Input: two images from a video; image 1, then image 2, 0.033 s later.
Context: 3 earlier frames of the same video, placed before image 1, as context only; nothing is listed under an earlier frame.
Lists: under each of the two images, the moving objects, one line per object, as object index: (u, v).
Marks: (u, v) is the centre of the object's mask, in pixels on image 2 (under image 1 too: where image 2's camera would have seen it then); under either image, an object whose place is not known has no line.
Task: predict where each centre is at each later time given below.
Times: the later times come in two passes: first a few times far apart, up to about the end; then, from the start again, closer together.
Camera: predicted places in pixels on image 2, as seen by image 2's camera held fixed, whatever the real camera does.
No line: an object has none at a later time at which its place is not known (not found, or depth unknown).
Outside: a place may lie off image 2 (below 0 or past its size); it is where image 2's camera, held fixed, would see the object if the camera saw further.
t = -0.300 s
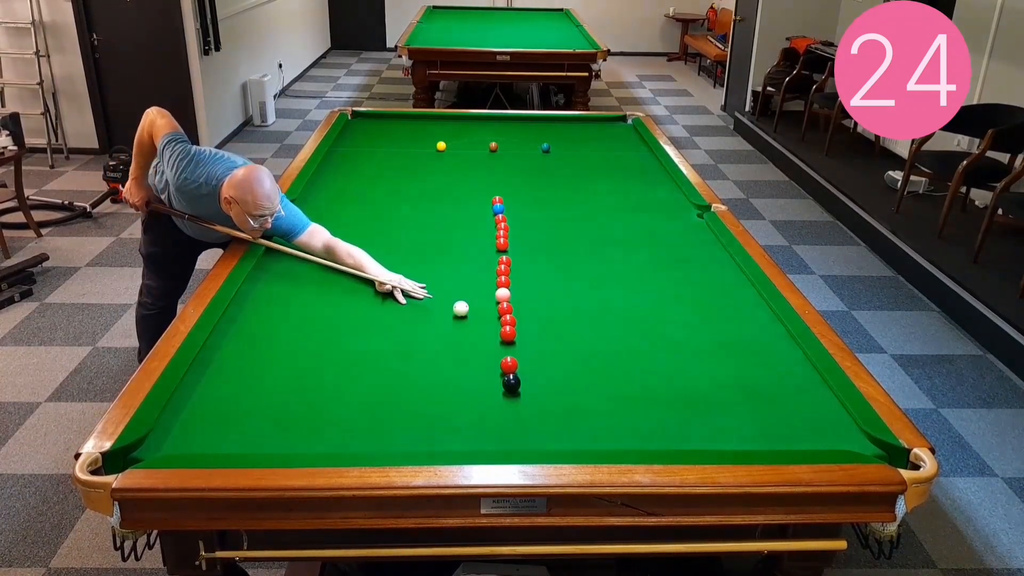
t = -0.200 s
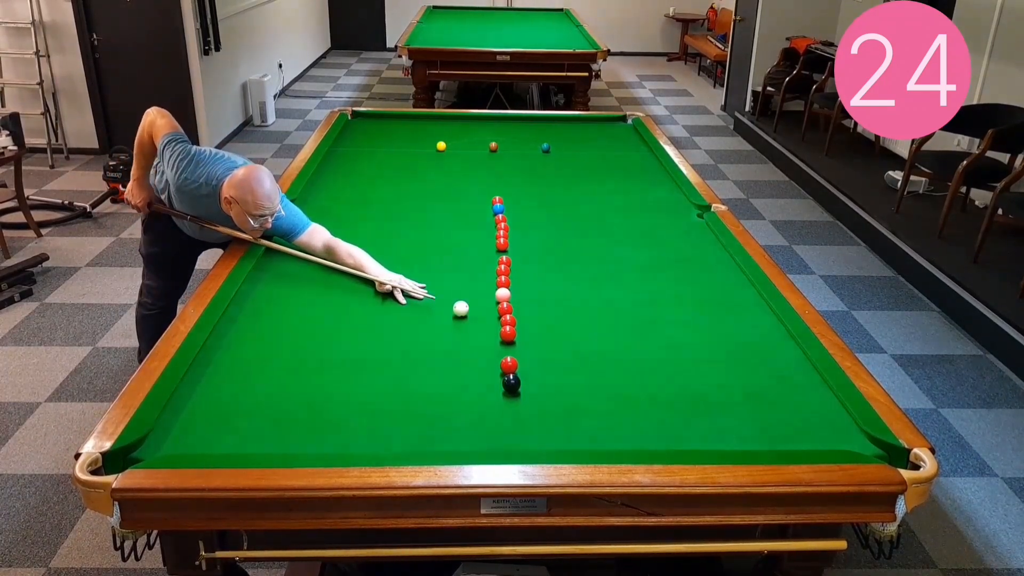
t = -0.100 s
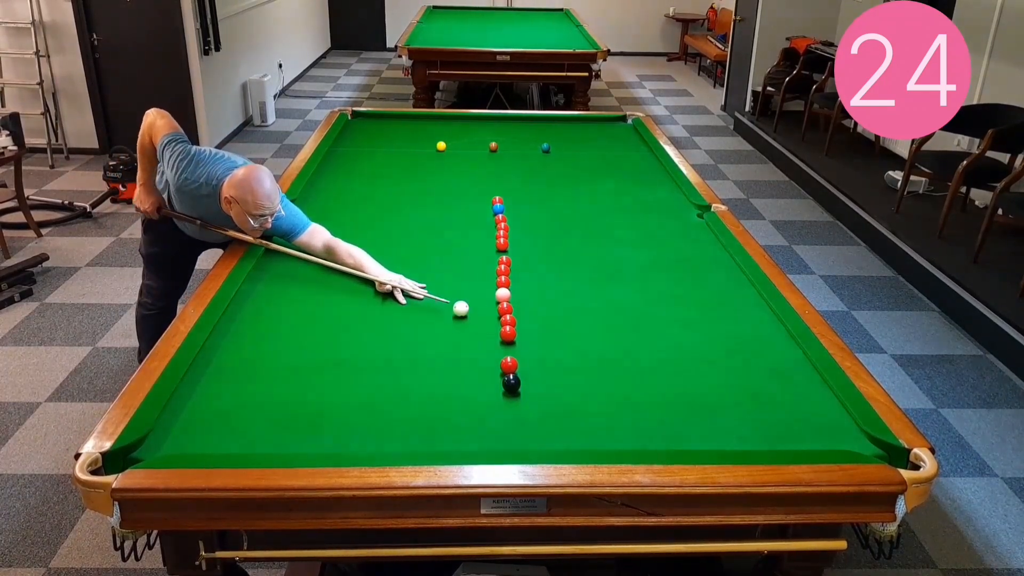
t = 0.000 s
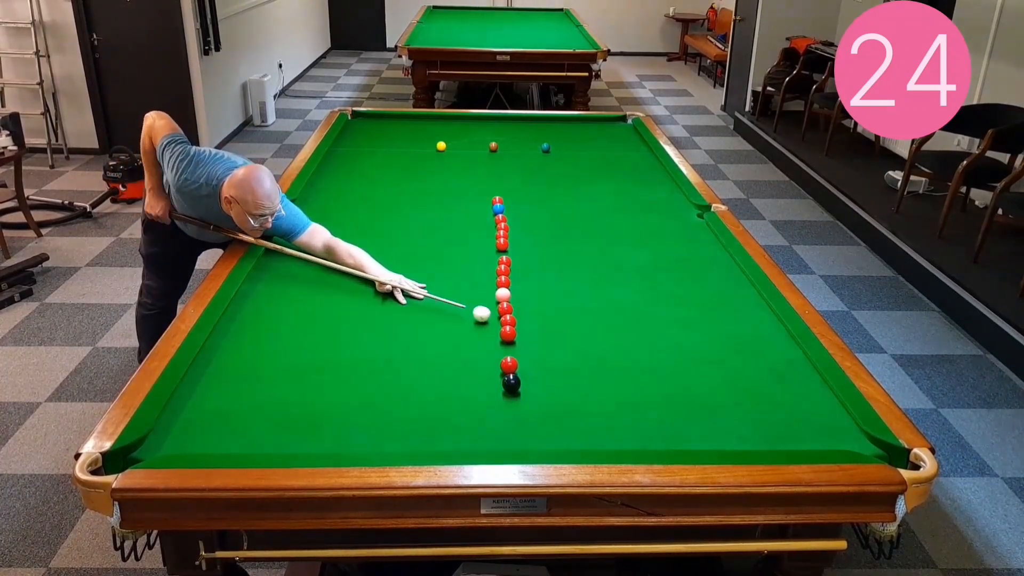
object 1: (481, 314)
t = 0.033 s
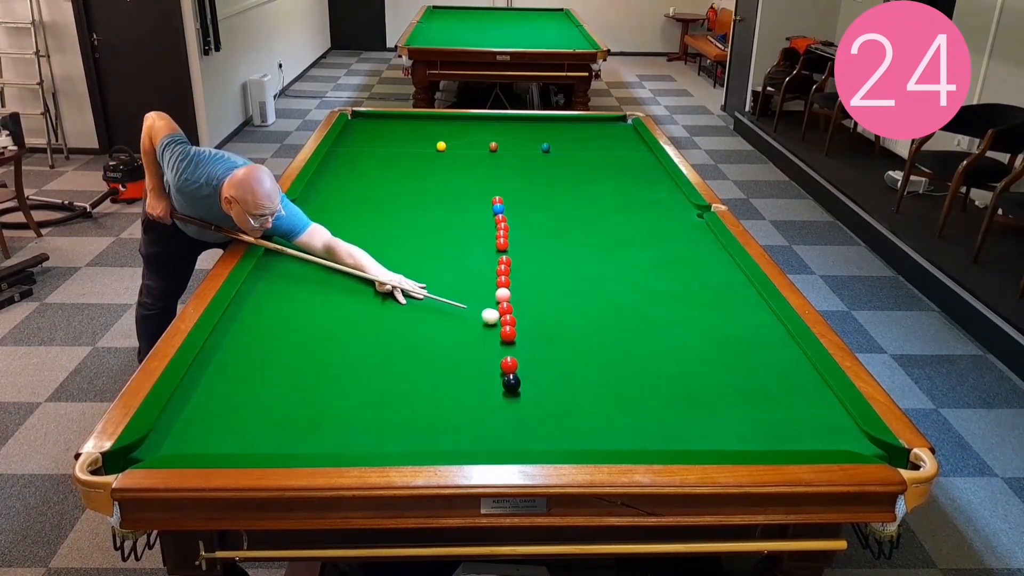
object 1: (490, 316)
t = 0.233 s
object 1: (506, 316)
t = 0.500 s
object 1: (526, 318)
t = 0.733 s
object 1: (541, 320)
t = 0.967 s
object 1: (555, 321)
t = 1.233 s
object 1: (569, 322)
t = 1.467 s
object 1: (580, 323)
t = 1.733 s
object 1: (591, 324)
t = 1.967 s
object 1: (599, 325)
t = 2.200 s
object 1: (605, 325)
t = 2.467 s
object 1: (610, 325)
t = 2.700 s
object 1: (614, 325)
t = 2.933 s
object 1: (615, 325)
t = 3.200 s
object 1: (616, 325)
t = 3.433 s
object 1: (616, 325)
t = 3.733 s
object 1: (615, 324)
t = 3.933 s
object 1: (616, 325)
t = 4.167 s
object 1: (616, 325)
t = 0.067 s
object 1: (495, 317)
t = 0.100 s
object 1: (497, 317)
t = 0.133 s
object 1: (499, 317)
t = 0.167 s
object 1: (501, 317)
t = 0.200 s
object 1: (504, 317)
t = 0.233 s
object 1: (506, 316)
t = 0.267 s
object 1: (509, 317)
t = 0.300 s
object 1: (511, 317)
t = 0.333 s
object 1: (514, 318)
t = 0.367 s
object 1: (516, 318)
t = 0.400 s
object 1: (518, 318)
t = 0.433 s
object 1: (521, 318)
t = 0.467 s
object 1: (523, 318)
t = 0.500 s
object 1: (526, 318)
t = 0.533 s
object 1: (528, 319)
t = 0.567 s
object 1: (530, 319)
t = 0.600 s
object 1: (532, 319)
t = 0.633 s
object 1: (535, 319)
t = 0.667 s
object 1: (537, 320)
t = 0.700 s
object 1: (539, 320)
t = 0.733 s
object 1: (541, 320)
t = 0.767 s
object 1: (543, 320)
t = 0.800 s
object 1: (545, 320)
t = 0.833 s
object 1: (547, 320)
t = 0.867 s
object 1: (549, 321)
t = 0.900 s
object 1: (551, 321)
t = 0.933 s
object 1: (553, 321)
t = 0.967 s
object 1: (555, 321)
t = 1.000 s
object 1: (557, 321)
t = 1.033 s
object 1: (559, 321)
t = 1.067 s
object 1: (561, 322)
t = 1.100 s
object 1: (562, 322)
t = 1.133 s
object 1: (564, 322)
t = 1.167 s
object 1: (566, 322)
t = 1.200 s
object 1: (568, 322)
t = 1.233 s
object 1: (569, 322)
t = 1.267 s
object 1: (571, 323)
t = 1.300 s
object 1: (572, 323)
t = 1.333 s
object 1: (574, 323)
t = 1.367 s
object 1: (576, 323)
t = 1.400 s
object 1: (577, 323)
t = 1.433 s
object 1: (579, 323)
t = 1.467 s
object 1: (580, 323)
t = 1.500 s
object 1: (582, 323)
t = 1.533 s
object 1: (583, 324)
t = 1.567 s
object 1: (584, 324)
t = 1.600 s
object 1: (586, 324)
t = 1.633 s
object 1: (587, 324)
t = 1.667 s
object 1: (588, 324)
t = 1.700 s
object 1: (590, 324)
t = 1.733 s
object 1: (591, 324)
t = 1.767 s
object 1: (592, 324)
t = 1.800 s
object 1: (593, 324)
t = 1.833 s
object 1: (595, 324)
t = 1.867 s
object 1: (595, 325)
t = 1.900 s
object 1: (597, 324)
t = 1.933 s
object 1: (598, 325)
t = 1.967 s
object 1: (599, 325)
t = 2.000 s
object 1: (600, 325)
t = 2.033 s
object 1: (600, 325)
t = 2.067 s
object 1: (601, 325)
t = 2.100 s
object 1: (602, 325)
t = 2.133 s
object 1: (603, 325)
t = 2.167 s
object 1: (604, 325)
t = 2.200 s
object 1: (605, 325)
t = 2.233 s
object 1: (606, 325)
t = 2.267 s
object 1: (606, 325)
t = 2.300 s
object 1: (607, 325)
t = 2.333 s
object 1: (608, 325)
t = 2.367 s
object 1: (608, 325)
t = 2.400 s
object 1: (609, 325)
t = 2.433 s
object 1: (610, 325)
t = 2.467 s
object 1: (610, 325)
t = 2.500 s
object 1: (611, 325)
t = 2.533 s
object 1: (611, 325)
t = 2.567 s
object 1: (612, 325)
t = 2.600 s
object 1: (612, 325)
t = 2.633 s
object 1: (613, 325)
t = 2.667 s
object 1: (613, 325)
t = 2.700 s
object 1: (614, 325)
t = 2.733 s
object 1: (614, 325)
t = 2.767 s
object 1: (614, 325)
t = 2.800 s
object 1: (614, 326)
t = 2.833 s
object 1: (615, 325)
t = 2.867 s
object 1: (615, 325)
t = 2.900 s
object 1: (615, 325)
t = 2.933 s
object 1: (615, 325)
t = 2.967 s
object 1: (615, 325)
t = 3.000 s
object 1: (616, 325)
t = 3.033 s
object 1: (616, 325)
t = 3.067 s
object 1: (616, 326)
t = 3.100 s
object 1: (616, 325)
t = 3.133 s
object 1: (616, 326)
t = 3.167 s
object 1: (616, 326)
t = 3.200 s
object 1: (616, 325)
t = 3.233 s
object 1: (616, 325)
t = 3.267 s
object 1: (616, 326)
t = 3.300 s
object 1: (616, 325)
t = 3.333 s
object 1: (616, 325)
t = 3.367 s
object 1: (616, 325)
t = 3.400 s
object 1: (616, 326)
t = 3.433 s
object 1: (616, 325)
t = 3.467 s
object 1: (620, 327)
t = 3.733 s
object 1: (615, 324)
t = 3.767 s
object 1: (616, 325)
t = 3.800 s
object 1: (616, 325)
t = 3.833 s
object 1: (616, 326)
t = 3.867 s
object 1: (616, 325)
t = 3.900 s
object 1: (616, 326)
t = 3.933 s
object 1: (616, 325)
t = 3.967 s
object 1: (616, 326)
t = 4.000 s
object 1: (616, 325)
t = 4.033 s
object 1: (616, 325)
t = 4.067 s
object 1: (616, 325)
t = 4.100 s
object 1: (616, 326)
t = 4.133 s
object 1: (616, 325)
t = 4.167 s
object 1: (616, 325)
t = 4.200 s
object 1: (616, 325)
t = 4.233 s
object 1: (616, 326)
